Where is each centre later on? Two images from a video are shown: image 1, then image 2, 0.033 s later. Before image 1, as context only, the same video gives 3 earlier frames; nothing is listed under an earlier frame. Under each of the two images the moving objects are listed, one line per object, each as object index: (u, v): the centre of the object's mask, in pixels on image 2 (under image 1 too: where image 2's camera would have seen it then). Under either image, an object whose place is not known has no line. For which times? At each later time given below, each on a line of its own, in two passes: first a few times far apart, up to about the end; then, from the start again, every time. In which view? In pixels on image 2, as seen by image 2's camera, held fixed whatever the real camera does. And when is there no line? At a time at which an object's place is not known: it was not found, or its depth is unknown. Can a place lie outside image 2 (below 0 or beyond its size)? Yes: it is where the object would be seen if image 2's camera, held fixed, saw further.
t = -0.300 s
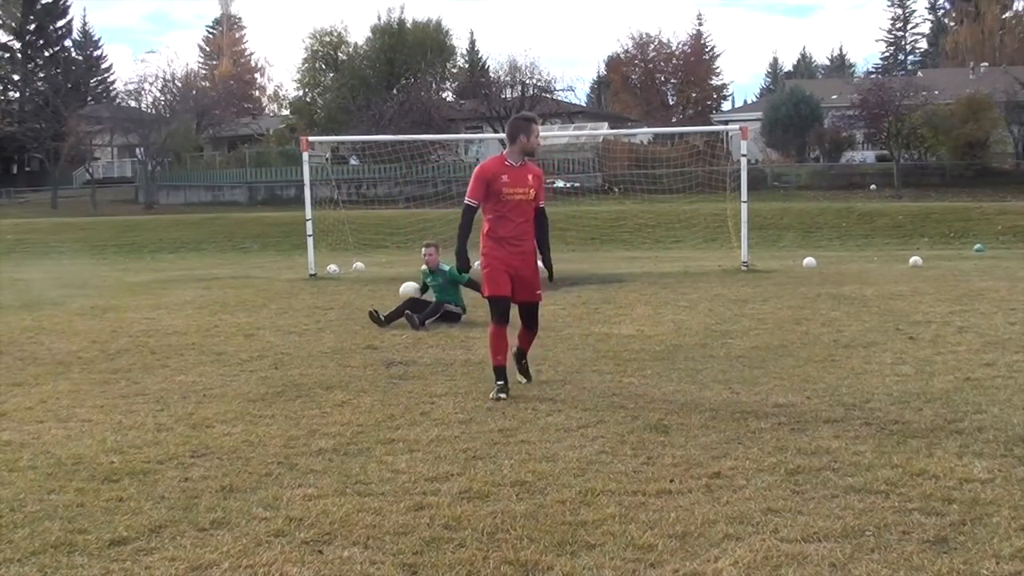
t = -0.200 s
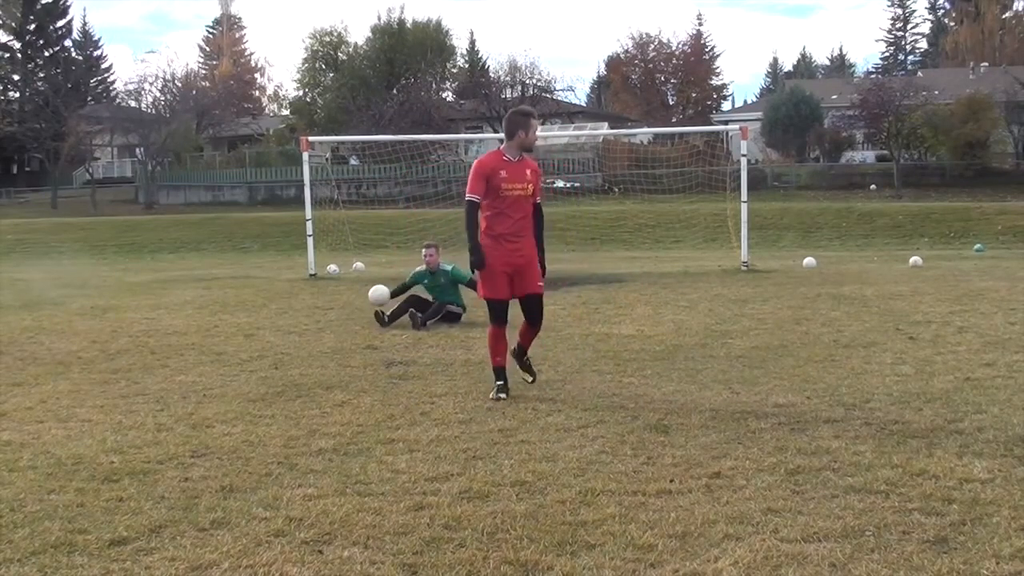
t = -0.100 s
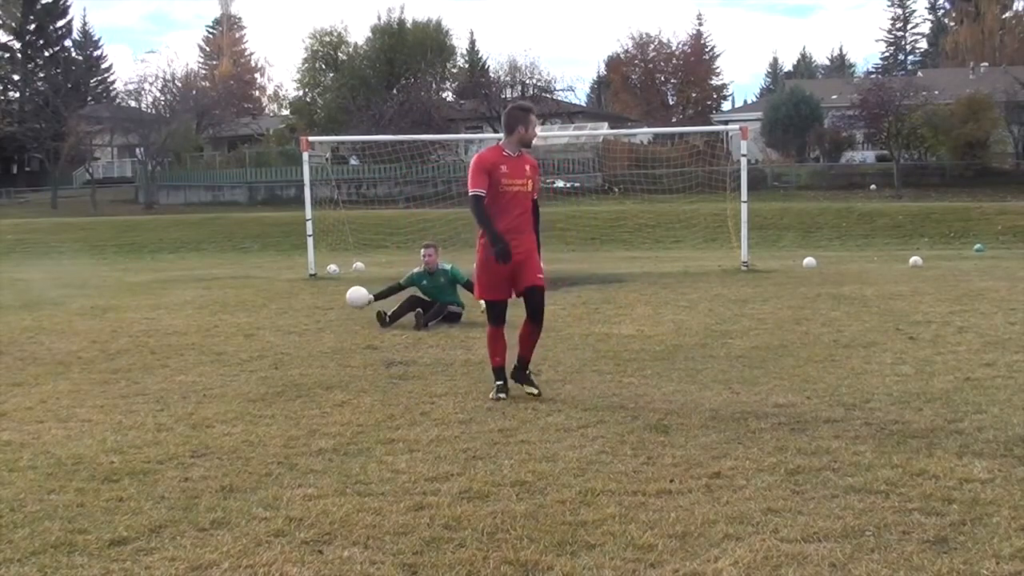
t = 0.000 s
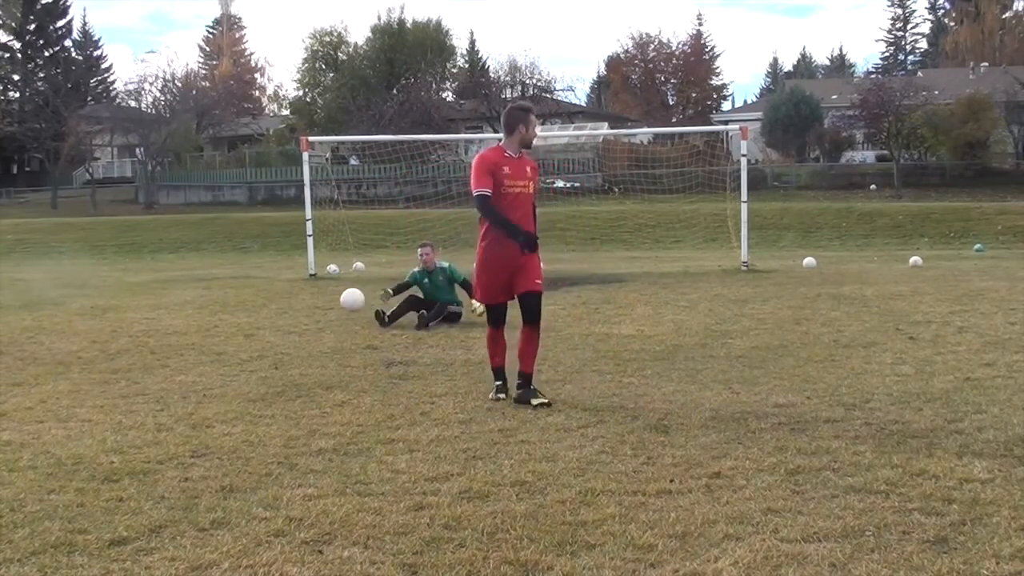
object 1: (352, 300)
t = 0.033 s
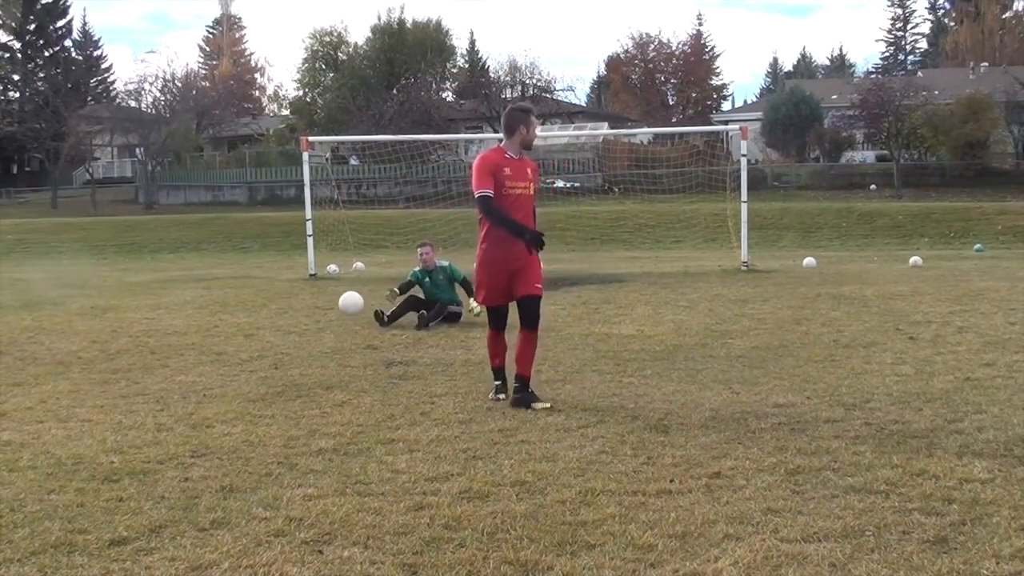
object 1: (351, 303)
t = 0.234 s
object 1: (341, 340)
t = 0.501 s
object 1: (319, 336)
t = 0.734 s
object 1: (292, 372)
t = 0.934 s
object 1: (259, 387)
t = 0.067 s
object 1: (349, 307)
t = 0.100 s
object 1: (348, 313)
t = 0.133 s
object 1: (347, 320)
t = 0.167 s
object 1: (345, 329)
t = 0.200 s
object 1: (344, 340)
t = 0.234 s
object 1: (341, 340)
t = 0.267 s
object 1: (339, 334)
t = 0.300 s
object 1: (336, 330)
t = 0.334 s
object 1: (334, 328)
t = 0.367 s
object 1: (331, 326)
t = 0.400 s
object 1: (328, 326)
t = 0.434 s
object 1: (326, 327)
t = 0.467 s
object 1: (322, 331)
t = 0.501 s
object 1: (319, 336)
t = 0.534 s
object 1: (316, 342)
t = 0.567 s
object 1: (313, 351)
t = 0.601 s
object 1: (310, 361)
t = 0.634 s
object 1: (307, 374)
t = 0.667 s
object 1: (303, 382)
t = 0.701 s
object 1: (298, 376)
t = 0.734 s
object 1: (292, 372)
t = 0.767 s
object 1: (288, 370)
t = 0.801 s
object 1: (282, 369)
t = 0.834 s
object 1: (277, 372)
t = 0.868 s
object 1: (271, 375)
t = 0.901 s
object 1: (265, 380)
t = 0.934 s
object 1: (259, 387)
